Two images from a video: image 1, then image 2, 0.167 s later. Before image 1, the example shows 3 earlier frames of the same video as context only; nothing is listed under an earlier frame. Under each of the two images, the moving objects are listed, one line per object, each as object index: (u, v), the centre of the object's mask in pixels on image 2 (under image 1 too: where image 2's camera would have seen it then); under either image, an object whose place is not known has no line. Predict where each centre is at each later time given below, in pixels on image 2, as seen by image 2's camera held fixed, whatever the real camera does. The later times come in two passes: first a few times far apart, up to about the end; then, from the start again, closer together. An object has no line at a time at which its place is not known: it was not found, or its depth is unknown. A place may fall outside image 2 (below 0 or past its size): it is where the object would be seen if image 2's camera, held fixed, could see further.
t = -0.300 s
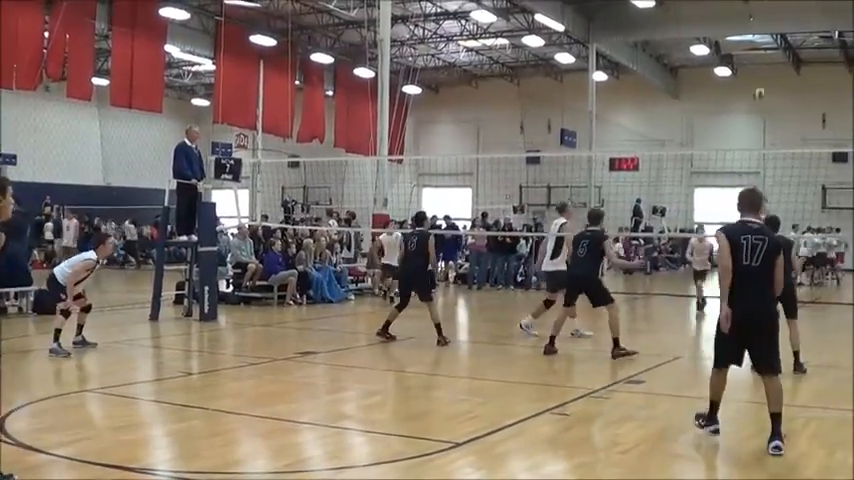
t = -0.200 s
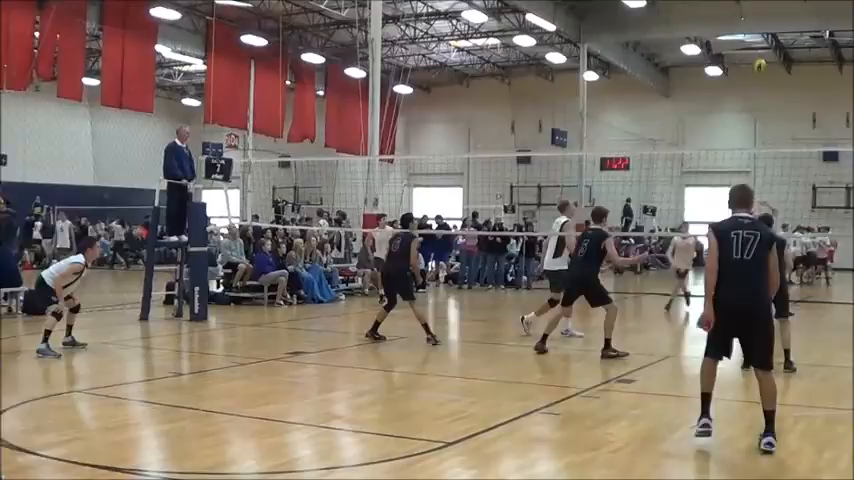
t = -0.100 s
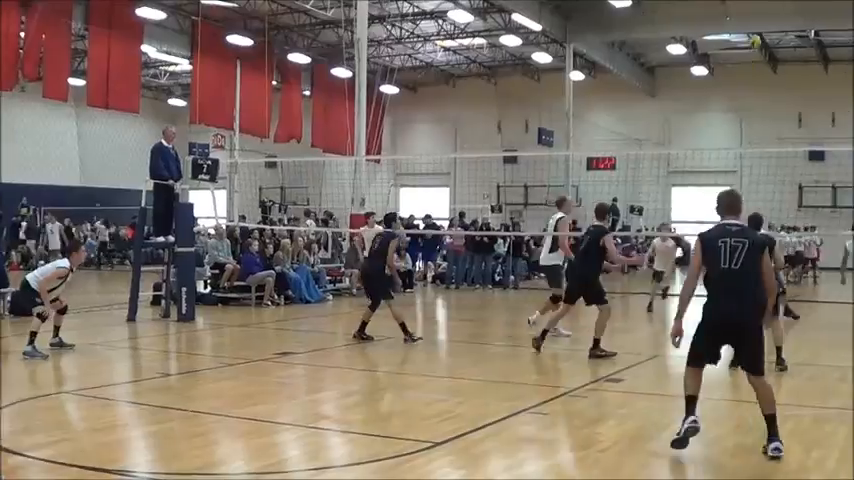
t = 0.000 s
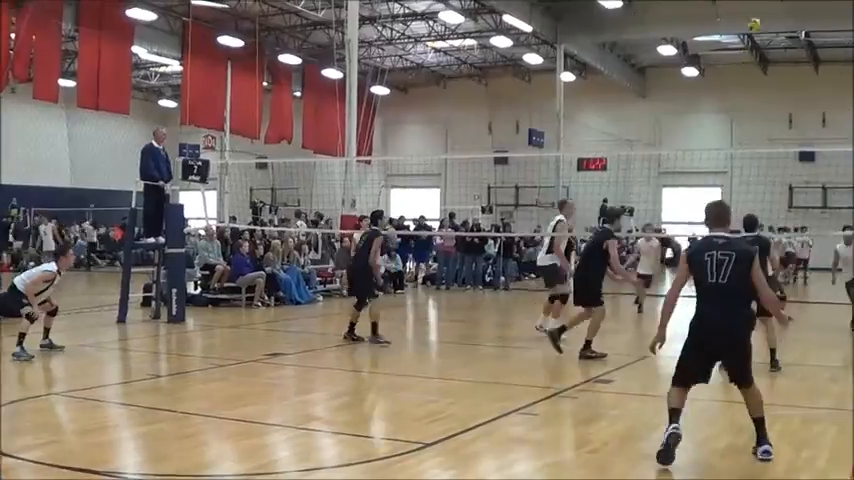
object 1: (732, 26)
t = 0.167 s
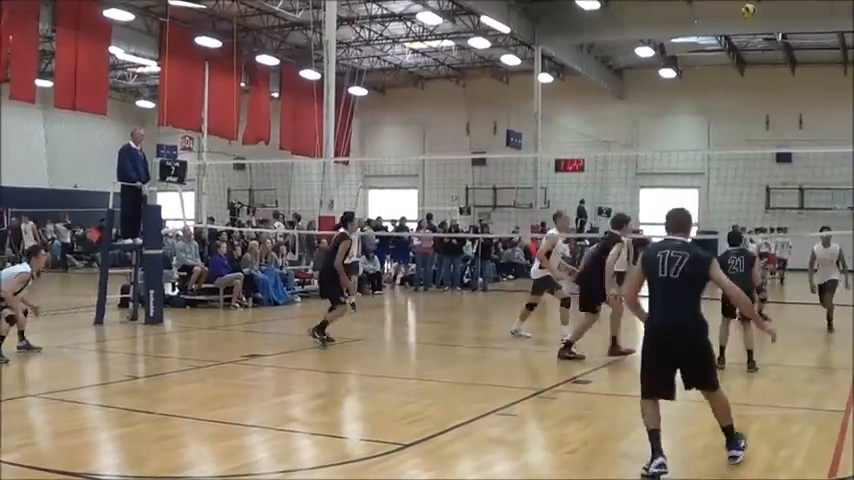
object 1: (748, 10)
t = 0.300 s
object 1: (763, 10)
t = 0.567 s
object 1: (792, 45)
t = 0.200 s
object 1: (751, 8)
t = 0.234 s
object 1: (756, 8)
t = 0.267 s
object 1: (759, 8)
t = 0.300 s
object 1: (763, 10)
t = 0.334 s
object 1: (767, 11)
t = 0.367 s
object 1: (771, 14)
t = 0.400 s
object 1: (774, 17)
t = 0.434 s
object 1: (778, 22)
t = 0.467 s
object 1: (781, 26)
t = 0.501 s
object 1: (784, 33)
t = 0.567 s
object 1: (792, 45)
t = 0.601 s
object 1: (795, 55)
